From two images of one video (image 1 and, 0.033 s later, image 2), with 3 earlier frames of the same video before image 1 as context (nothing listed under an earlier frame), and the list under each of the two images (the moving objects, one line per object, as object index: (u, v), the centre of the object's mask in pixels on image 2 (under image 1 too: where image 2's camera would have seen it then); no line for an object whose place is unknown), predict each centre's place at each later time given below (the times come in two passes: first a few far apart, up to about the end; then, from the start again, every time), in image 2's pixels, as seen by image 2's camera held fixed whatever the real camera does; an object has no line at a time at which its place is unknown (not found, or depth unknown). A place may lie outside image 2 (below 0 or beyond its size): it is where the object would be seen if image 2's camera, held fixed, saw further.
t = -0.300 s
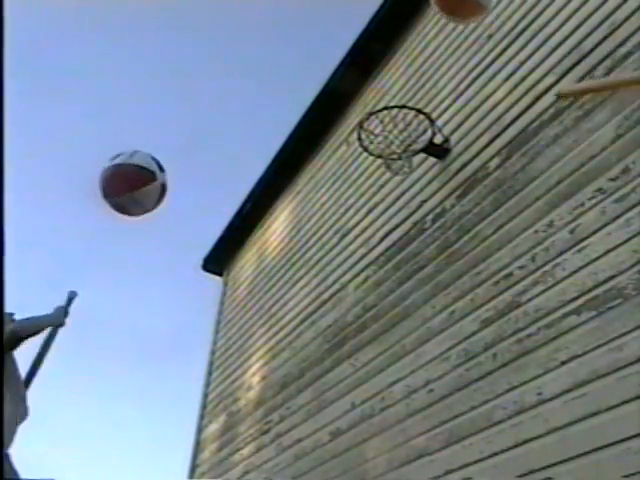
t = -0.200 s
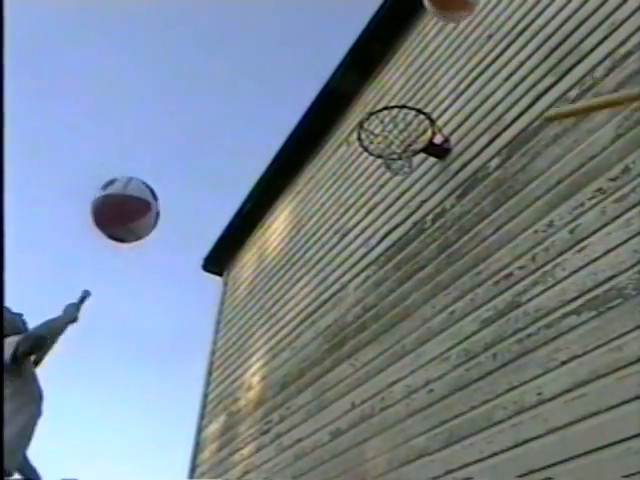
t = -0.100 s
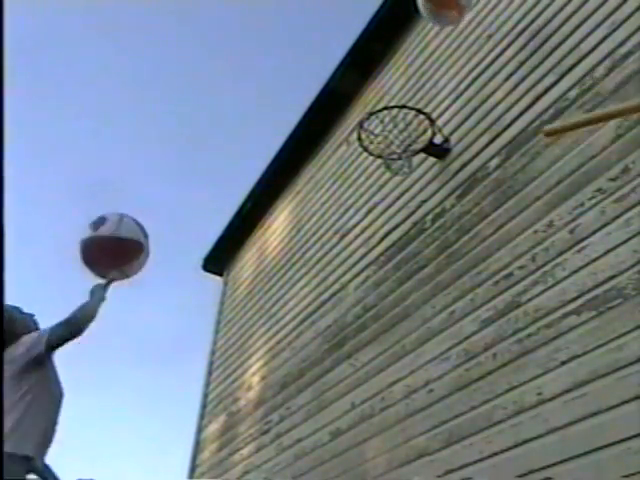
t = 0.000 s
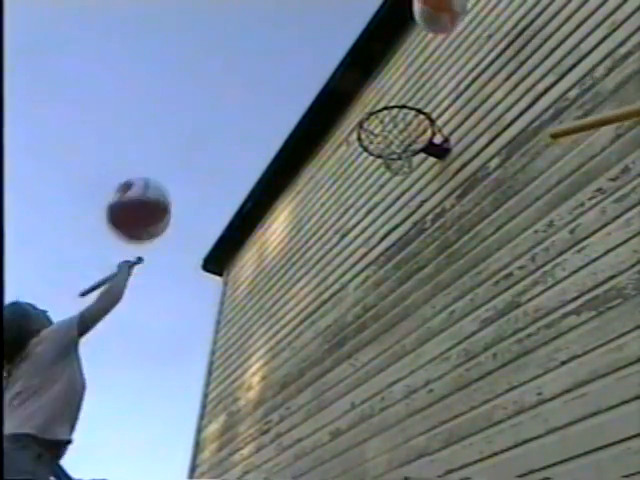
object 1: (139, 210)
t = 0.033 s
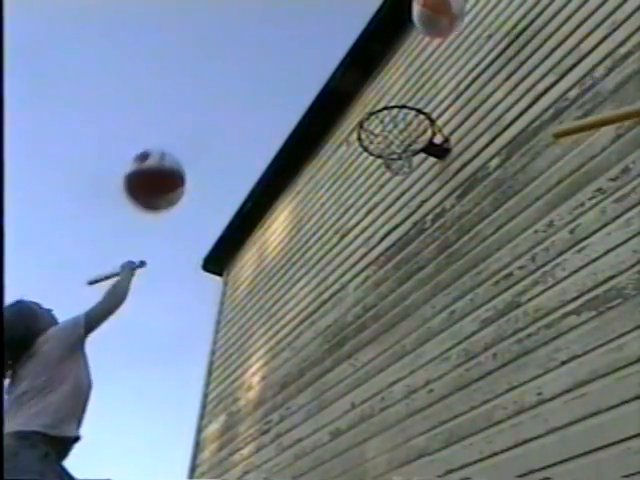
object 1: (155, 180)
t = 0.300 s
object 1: (239, 43)
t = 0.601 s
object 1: (290, 11)
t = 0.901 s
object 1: (316, 21)
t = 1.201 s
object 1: (328, 91)
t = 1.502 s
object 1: (323, 218)
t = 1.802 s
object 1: (308, 422)
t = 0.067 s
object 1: (169, 154)
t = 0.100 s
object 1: (182, 131)
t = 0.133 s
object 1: (194, 111)
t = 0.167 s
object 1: (204, 94)
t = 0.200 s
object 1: (214, 78)
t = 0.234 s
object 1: (223, 65)
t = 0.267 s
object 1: (231, 53)
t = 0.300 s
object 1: (239, 43)
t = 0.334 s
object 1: (245, 34)
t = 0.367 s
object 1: (252, 26)
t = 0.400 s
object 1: (258, 21)
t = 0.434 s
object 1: (264, 18)
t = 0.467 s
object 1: (270, 15)
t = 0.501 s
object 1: (275, 14)
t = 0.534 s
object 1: (281, 12)
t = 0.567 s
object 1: (285, 12)
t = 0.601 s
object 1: (290, 11)
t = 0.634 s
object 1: (294, 11)
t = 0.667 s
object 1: (298, 11)
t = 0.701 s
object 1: (302, 12)
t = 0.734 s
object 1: (305, 12)
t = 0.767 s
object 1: (307, 13)
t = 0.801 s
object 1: (310, 15)
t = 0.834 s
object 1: (312, 16)
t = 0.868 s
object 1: (314, 18)
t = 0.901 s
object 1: (316, 21)
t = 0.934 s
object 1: (318, 25)
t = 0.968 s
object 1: (319, 30)
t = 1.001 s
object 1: (321, 37)
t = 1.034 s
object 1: (322, 44)
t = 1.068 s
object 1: (324, 52)
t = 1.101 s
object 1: (325, 60)
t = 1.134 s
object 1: (326, 69)
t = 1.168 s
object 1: (327, 80)
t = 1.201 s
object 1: (328, 91)
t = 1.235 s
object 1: (328, 101)
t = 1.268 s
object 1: (329, 114)
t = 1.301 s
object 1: (328, 126)
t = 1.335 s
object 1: (328, 140)
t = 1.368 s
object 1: (328, 154)
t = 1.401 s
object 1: (327, 169)
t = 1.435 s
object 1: (326, 184)
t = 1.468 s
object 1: (324, 201)
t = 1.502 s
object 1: (323, 218)
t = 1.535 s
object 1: (321, 236)
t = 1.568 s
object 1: (319, 255)
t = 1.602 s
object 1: (317, 275)
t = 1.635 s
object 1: (316, 297)
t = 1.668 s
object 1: (314, 319)
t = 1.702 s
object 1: (313, 343)
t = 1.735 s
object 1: (311, 367)
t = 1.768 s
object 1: (309, 394)
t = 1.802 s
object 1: (308, 422)
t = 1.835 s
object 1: (308, 449)
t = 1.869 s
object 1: (307, 464)
